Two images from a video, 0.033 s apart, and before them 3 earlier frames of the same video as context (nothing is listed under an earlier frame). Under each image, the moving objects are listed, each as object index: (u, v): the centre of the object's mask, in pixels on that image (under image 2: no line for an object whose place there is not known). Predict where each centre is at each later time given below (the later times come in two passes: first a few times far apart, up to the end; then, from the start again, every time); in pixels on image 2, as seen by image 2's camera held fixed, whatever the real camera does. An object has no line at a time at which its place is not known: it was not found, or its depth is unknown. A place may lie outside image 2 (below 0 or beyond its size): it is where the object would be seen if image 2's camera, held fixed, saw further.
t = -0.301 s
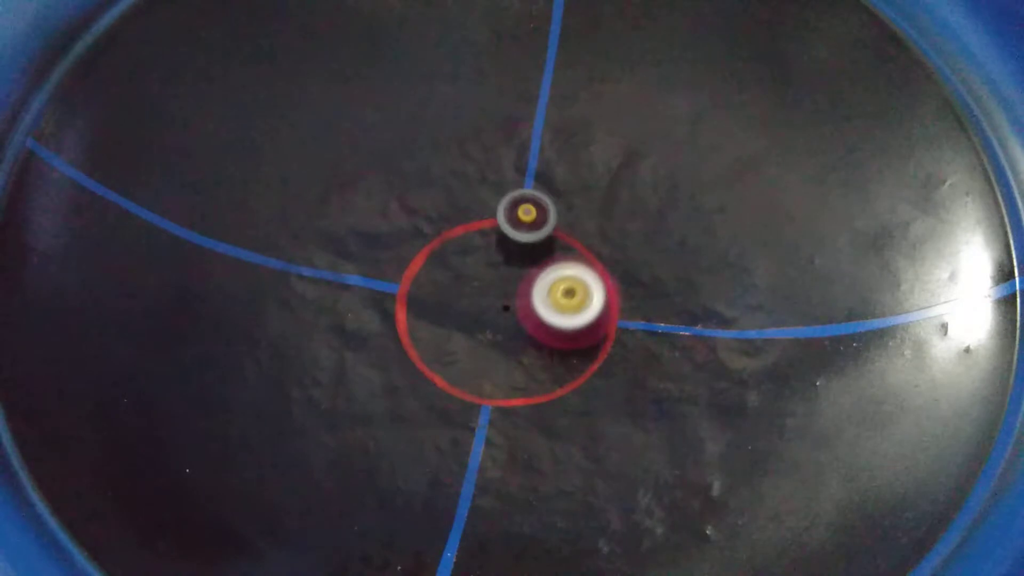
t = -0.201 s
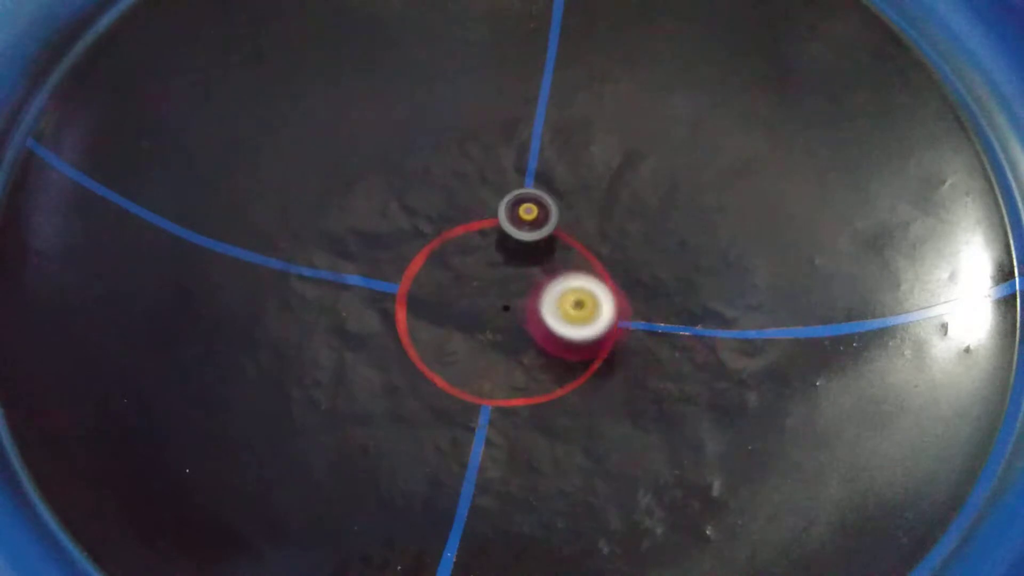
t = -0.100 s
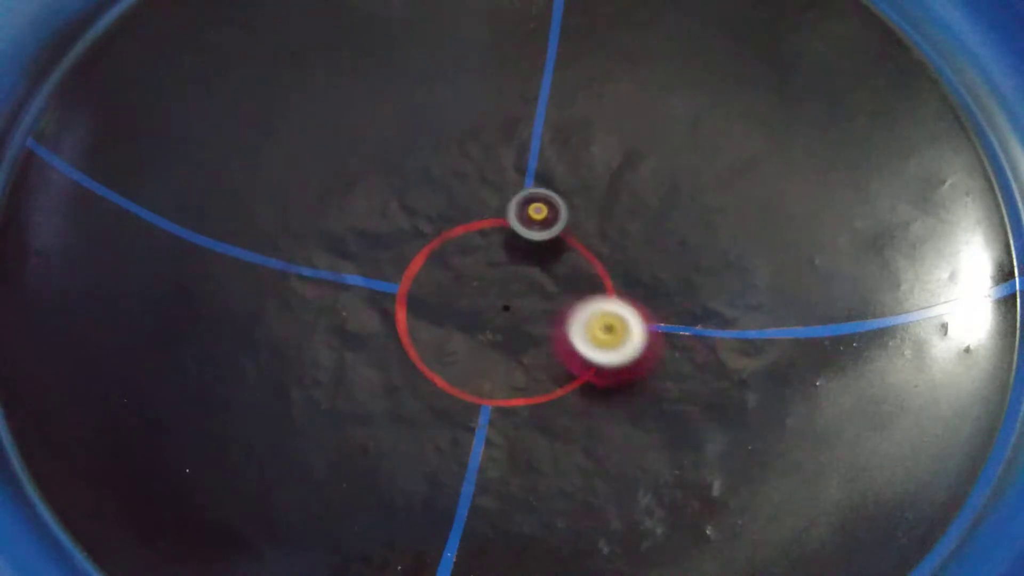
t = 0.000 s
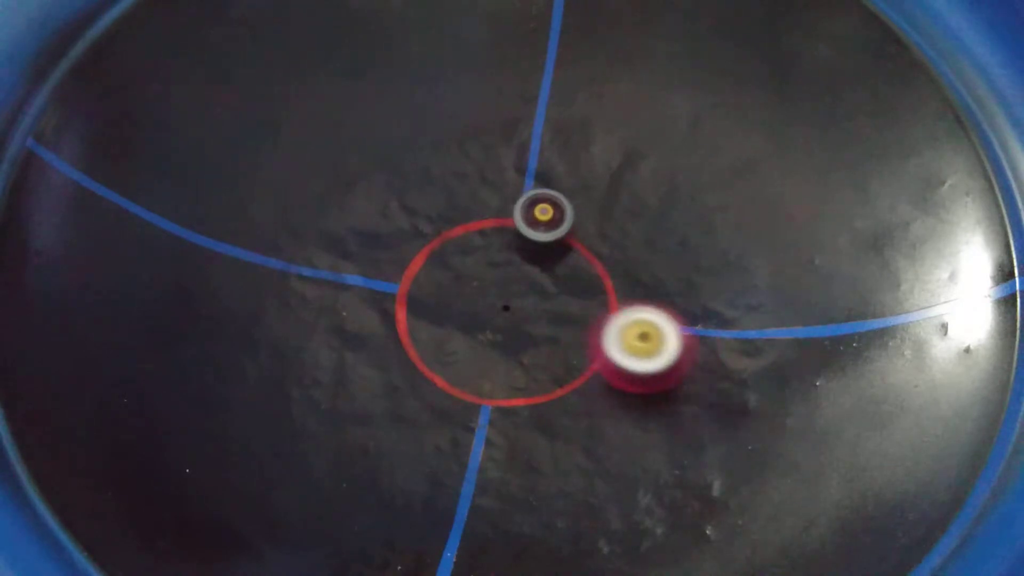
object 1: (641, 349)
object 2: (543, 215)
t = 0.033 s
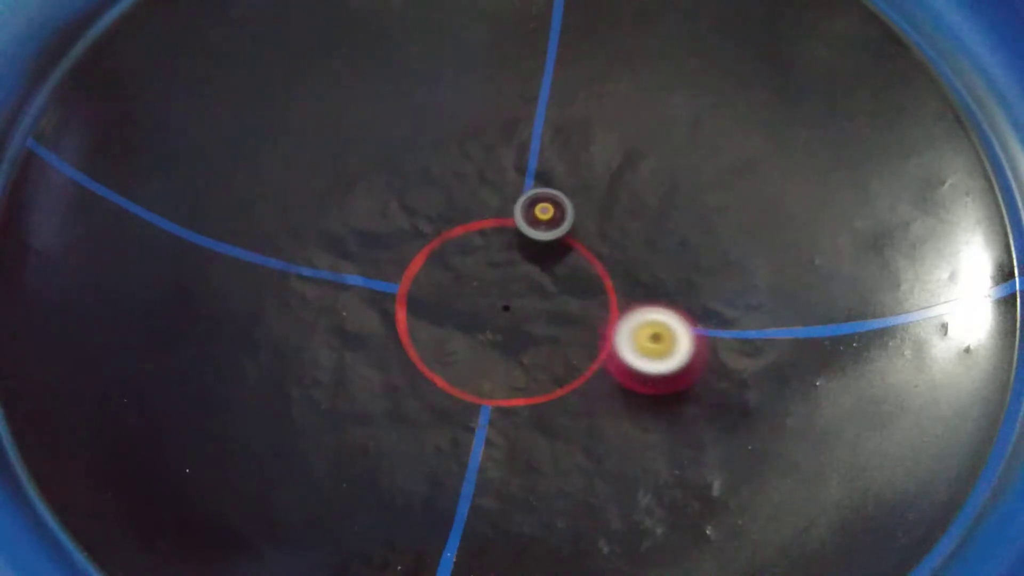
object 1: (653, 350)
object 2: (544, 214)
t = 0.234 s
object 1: (675, 341)
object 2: (553, 213)
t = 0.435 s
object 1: (660, 310)
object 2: (557, 215)
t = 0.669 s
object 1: (616, 306)
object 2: (576, 228)
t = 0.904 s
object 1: (561, 340)
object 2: (582, 226)
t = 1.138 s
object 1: (556, 369)
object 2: (582, 239)
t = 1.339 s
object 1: (544, 386)
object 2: (581, 267)
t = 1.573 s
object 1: (544, 403)
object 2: (589, 311)
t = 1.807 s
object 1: (552, 410)
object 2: (598, 347)
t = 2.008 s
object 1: (548, 407)
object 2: (605, 345)
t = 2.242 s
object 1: (548, 409)
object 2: (597, 352)
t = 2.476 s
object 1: (532, 407)
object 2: (586, 353)
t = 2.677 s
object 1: (514, 385)
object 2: (580, 338)
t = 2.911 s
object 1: (473, 358)
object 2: (575, 337)
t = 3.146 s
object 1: (449, 332)
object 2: (582, 359)
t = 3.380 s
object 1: (422, 317)
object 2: (566, 344)
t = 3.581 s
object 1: (405, 303)
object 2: (572, 352)
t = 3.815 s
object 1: (410, 284)
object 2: (578, 348)
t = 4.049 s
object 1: (425, 273)
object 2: (577, 349)
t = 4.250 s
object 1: (437, 270)
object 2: (564, 350)
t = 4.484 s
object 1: (457, 272)
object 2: (578, 350)
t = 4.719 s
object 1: (478, 278)
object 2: (574, 348)
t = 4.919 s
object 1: (498, 284)
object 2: (565, 349)
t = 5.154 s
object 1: (515, 303)
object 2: (579, 348)
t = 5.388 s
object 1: (522, 299)
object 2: (583, 360)
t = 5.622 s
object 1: (526, 298)
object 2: (590, 354)
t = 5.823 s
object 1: (527, 297)
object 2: (577, 352)
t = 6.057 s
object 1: (527, 297)
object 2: (580, 352)
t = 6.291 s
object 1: (525, 296)
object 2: (575, 350)
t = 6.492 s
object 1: (523, 291)
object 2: (575, 352)
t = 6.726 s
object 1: (516, 289)
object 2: (578, 352)
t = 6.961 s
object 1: (515, 290)
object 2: (578, 349)
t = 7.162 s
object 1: (517, 291)
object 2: (570, 349)
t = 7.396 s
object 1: (517, 291)
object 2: (568, 348)
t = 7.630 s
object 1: (517, 291)
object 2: (573, 349)
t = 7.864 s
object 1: (517, 292)
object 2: (573, 349)
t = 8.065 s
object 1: (517, 294)
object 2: (571, 347)
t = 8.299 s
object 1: (518, 296)
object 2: (577, 342)
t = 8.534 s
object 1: (519, 293)
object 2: (579, 344)
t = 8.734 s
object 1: (519, 291)
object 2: (577, 346)
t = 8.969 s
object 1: (519, 291)
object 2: (571, 348)
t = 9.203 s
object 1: (519, 291)
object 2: (580, 353)
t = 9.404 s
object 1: (518, 292)
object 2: (581, 354)
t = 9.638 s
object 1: (517, 294)
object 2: (569, 348)
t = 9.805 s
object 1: (517, 294)
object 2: (580, 353)
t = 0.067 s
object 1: (664, 352)
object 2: (546, 214)
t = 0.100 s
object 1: (672, 351)
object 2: (547, 214)
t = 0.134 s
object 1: (678, 350)
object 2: (548, 214)
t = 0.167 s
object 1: (679, 348)
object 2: (550, 214)
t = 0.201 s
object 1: (678, 346)
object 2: (552, 214)
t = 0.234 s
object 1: (675, 341)
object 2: (553, 213)
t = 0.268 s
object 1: (671, 336)
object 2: (553, 213)
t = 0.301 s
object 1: (667, 331)
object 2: (553, 214)
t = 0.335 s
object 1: (664, 325)
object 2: (553, 215)
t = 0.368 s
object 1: (661, 321)
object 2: (554, 215)
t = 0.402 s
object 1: (660, 316)
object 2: (555, 215)
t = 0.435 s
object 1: (660, 310)
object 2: (557, 215)
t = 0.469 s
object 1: (659, 305)
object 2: (560, 215)
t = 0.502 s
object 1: (657, 302)
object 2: (563, 216)
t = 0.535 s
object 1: (650, 301)
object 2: (564, 218)
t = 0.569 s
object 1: (644, 303)
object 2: (566, 221)
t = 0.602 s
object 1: (638, 304)
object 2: (568, 224)
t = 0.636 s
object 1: (628, 304)
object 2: (572, 228)
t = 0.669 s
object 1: (616, 306)
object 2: (576, 228)
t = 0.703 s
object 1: (602, 310)
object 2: (577, 227)
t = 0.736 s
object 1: (589, 314)
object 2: (578, 226)
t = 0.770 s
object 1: (576, 321)
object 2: (579, 224)
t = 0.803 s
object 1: (569, 327)
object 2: (580, 224)
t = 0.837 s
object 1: (566, 331)
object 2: (581, 226)
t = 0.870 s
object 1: (562, 336)
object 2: (582, 226)
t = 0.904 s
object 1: (561, 340)
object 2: (582, 226)
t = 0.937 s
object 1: (558, 344)
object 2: (582, 226)
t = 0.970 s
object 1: (556, 348)
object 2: (582, 226)
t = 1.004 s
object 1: (554, 353)
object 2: (581, 226)
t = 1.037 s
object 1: (554, 358)
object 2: (580, 227)
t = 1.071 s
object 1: (554, 362)
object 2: (580, 230)
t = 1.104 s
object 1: (556, 366)
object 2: (580, 234)
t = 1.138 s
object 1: (556, 369)
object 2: (582, 239)
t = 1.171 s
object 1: (554, 372)
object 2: (585, 244)
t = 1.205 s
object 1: (552, 374)
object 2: (588, 248)
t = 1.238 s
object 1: (549, 377)
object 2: (587, 250)
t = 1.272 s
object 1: (546, 380)
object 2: (586, 254)
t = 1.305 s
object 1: (545, 384)
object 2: (583, 261)
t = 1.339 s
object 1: (544, 386)
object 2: (581, 267)
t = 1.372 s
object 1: (544, 389)
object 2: (582, 272)
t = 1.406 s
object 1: (544, 391)
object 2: (585, 277)
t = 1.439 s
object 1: (544, 393)
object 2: (591, 283)
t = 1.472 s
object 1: (544, 396)
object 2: (594, 287)
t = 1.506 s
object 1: (544, 398)
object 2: (593, 293)
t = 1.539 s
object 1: (544, 401)
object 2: (590, 302)
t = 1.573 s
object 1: (544, 403)
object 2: (589, 311)
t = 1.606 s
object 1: (544, 405)
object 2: (590, 319)
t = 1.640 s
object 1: (545, 407)
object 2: (593, 327)
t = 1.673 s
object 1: (546, 410)
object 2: (595, 334)
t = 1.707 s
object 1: (548, 411)
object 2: (596, 339)
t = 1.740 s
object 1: (549, 412)
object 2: (596, 343)
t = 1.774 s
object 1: (551, 411)
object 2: (596, 345)
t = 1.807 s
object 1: (552, 410)
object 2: (598, 347)
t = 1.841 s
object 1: (554, 409)
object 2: (599, 346)
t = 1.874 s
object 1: (554, 407)
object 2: (600, 347)
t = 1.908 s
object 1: (551, 406)
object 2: (601, 347)
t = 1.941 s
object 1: (550, 406)
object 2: (604, 346)
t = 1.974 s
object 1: (549, 407)
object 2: (605, 346)
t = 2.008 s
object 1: (548, 407)
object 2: (605, 345)
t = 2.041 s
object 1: (548, 407)
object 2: (605, 344)
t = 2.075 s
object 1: (548, 408)
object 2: (605, 343)
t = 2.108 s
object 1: (548, 409)
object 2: (606, 343)
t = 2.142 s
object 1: (548, 409)
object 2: (605, 345)
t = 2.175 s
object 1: (549, 409)
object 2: (602, 349)
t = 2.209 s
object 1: (549, 409)
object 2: (598, 351)
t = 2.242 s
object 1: (548, 409)
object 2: (597, 352)
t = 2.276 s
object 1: (546, 409)
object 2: (598, 352)
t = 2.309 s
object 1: (545, 409)
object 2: (598, 351)
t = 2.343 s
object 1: (544, 409)
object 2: (598, 351)
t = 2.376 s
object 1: (542, 408)
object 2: (593, 353)
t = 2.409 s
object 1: (539, 408)
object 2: (590, 354)
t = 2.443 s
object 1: (535, 408)
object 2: (589, 355)
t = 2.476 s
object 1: (532, 407)
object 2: (586, 353)
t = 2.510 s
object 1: (529, 405)
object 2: (582, 349)
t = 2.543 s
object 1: (527, 402)
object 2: (577, 344)
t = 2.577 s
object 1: (525, 398)
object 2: (576, 340)
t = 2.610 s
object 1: (522, 393)
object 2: (576, 338)
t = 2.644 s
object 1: (518, 390)
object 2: (578, 338)
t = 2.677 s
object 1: (514, 385)
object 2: (580, 338)
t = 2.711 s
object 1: (507, 379)
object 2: (580, 338)
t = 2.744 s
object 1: (503, 375)
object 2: (580, 338)
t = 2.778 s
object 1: (499, 370)
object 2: (580, 338)
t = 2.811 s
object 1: (494, 366)
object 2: (579, 338)
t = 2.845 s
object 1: (487, 363)
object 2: (577, 337)
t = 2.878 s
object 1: (480, 360)
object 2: (575, 337)
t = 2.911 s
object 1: (473, 358)
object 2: (575, 337)
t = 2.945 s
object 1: (468, 356)
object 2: (574, 337)
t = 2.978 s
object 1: (463, 353)
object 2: (573, 340)
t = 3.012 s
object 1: (459, 350)
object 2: (572, 343)
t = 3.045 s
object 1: (456, 346)
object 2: (572, 350)
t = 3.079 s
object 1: (453, 342)
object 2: (576, 355)
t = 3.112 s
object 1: (450, 338)
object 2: (581, 358)
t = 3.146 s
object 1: (449, 332)
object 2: (582, 359)
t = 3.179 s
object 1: (447, 329)
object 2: (581, 359)
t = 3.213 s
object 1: (441, 329)
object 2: (579, 356)
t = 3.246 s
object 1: (438, 327)
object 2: (578, 352)
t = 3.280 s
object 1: (434, 326)
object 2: (577, 348)
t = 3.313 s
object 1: (429, 323)
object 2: (576, 345)
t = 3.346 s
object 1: (426, 320)
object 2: (572, 343)
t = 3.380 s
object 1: (422, 317)
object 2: (566, 344)
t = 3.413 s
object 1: (418, 314)
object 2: (563, 346)
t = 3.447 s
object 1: (415, 312)
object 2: (561, 345)
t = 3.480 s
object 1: (411, 310)
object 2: (561, 345)
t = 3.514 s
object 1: (407, 308)
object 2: (565, 346)
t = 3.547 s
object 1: (406, 306)
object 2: (569, 349)
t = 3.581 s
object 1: (405, 303)
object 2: (572, 352)
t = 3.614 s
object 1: (404, 300)
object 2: (575, 354)
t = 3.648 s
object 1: (403, 296)
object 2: (577, 354)
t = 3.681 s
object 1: (403, 293)
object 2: (578, 352)
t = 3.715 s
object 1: (403, 290)
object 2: (581, 353)
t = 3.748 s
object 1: (404, 288)
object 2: (582, 351)
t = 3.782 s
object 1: (407, 287)
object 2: (581, 349)
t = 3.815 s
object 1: (410, 284)
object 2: (578, 348)
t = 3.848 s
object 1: (414, 282)
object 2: (575, 348)
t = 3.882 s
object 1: (417, 280)
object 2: (572, 347)
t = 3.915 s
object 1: (418, 279)
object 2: (570, 348)
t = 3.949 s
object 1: (419, 277)
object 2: (572, 348)
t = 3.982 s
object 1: (421, 276)
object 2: (576, 349)
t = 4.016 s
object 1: (423, 275)
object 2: (577, 350)
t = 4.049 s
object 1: (425, 273)
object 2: (577, 349)
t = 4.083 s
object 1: (427, 272)
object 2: (576, 349)
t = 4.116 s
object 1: (428, 271)
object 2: (574, 349)
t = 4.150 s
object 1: (431, 270)
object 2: (571, 347)
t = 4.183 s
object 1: (433, 270)
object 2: (569, 346)
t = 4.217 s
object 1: (435, 270)
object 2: (566, 348)
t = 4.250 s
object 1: (437, 270)
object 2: (564, 350)
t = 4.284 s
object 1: (440, 271)
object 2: (563, 350)
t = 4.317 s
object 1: (442, 271)
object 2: (563, 351)
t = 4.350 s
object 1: (445, 271)
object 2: (564, 351)
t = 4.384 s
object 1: (448, 271)
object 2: (566, 352)
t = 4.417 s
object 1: (452, 271)
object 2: (570, 352)
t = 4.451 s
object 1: (455, 272)
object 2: (576, 350)
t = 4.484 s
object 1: (457, 272)
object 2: (578, 350)
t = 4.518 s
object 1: (461, 273)
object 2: (578, 350)
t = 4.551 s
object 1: (464, 274)
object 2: (577, 350)
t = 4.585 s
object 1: (467, 274)
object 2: (577, 350)
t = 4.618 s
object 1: (470, 275)
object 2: (577, 350)
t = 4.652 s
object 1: (473, 276)
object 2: (576, 351)
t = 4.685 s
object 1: (475, 277)
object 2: (574, 350)
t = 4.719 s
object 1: (478, 278)
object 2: (574, 348)
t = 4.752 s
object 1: (482, 279)
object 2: (574, 346)
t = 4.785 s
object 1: (485, 280)
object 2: (574, 346)
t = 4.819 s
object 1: (489, 281)
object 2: (571, 348)
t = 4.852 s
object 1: (492, 282)
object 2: (569, 348)
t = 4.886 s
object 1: (495, 283)
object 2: (566, 349)
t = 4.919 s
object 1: (498, 284)
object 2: (565, 349)
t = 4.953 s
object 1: (501, 285)
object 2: (565, 349)
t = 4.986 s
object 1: (503, 288)
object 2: (565, 348)
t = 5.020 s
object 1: (505, 290)
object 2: (567, 347)
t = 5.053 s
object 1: (507, 294)
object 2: (573, 348)
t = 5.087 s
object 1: (509, 297)
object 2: (579, 348)
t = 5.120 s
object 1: (512, 301)
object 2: (581, 349)
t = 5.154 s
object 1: (515, 303)
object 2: (579, 348)
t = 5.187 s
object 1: (517, 304)
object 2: (574, 349)
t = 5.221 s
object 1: (519, 302)
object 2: (570, 353)
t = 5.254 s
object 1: (520, 300)
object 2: (569, 357)
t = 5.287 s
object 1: (521, 299)
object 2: (569, 358)
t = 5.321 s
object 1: (521, 299)
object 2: (572, 360)
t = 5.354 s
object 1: (522, 299)
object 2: (577, 362)
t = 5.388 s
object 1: (522, 299)
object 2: (583, 360)
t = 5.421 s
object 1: (522, 299)
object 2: (586, 360)
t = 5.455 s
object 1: (523, 299)
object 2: (589, 360)
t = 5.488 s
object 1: (523, 298)
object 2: (590, 360)
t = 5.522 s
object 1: (524, 298)
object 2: (591, 357)
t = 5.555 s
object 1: (525, 297)
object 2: (591, 355)
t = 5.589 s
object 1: (525, 297)
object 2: (591, 354)
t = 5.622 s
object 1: (526, 298)
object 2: (590, 354)
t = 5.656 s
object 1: (527, 298)
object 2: (589, 354)
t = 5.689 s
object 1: (526, 298)
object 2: (588, 354)
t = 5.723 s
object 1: (527, 297)
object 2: (586, 354)
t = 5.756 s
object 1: (527, 298)
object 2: (584, 353)
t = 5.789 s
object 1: (527, 297)
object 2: (580, 352)
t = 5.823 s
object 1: (527, 297)
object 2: (577, 352)
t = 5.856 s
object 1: (527, 297)
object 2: (575, 352)
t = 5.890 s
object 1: (527, 297)
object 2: (574, 352)
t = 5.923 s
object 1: (527, 297)
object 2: (576, 350)
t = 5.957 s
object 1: (527, 297)
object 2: (578, 350)
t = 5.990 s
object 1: (527, 297)
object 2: (578, 350)
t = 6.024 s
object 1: (527, 297)
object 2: (579, 351)
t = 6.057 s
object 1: (527, 297)
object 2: (580, 352)
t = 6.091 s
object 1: (527, 297)
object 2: (581, 353)
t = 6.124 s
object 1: (527, 297)
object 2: (580, 353)
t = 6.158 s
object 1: (527, 297)
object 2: (578, 352)
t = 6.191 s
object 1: (527, 297)
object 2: (577, 351)
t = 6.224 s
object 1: (526, 297)
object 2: (577, 350)
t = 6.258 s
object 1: (526, 296)
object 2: (576, 349)
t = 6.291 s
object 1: (525, 296)
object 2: (575, 350)
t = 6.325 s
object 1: (525, 295)
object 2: (573, 351)
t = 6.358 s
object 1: (525, 294)
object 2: (573, 352)
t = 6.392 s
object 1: (524, 293)
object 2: (573, 352)
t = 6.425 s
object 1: (524, 292)
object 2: (574, 352)
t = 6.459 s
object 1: (524, 292)
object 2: (574, 353)
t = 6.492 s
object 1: (523, 291)
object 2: (575, 352)
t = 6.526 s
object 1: (522, 290)
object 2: (575, 352)
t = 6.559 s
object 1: (522, 290)
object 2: (576, 352)
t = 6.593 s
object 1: (521, 290)
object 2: (577, 352)
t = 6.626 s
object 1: (521, 289)
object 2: (577, 352)
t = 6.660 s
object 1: (520, 290)
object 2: (577, 352)
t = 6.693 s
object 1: (518, 289)
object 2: (578, 352)
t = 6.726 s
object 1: (516, 289)
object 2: (578, 352)
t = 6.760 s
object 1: (515, 288)
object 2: (579, 352)
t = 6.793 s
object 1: (515, 289)
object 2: (579, 351)
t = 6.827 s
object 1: (515, 289)
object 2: (578, 351)
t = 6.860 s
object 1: (515, 290)
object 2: (578, 352)
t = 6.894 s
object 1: (515, 290)
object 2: (578, 352)
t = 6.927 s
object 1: (515, 290)
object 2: (578, 351)
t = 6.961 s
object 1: (515, 290)
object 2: (578, 349)
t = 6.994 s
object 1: (516, 291)
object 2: (576, 348)
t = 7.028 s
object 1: (516, 291)
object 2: (574, 348)
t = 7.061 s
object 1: (516, 292)
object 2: (572, 348)
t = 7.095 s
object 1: (516, 291)
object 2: (571, 348)
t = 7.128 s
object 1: (516, 292)
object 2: (570, 349)
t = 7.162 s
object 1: (517, 291)
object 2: (570, 349)
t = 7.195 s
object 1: (517, 291)
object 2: (571, 350)
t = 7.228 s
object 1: (517, 291)
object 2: (572, 350)
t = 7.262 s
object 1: (517, 291)
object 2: (574, 349)
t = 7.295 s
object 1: (517, 291)
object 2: (573, 348)
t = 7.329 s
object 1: (517, 291)
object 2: (571, 347)
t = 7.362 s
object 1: (517, 291)
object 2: (569, 347)
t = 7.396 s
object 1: (517, 291)
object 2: (568, 348)
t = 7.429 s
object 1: (517, 291)
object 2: (567, 348)
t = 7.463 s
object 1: (517, 291)
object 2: (566, 348)
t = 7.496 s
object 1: (517, 291)
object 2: (567, 348)
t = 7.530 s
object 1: (517, 291)
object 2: (568, 348)
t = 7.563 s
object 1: (517, 291)
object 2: (569, 349)
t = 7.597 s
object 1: (517, 291)
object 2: (571, 349)
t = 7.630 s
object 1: (517, 291)
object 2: (573, 349)
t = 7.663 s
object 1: (517, 291)
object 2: (574, 349)
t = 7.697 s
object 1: (517, 291)
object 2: (572, 347)
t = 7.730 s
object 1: (517, 291)
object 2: (570, 347)
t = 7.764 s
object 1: (517, 291)
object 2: (570, 348)
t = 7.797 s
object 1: (517, 291)
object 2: (571, 350)
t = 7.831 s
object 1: (517, 292)
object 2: (572, 351)
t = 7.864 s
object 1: (517, 292)
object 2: (573, 349)
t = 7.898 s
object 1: (517, 292)
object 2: (573, 348)
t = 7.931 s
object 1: (517, 293)
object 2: (572, 348)
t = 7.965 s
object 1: (517, 293)
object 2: (572, 348)
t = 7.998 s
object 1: (517, 293)
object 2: (572, 350)
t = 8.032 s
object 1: (517, 294)
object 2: (573, 349)
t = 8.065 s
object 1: (517, 294)
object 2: (571, 347)
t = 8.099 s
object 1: (517, 295)
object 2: (569, 345)
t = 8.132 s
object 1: (516, 295)
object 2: (568, 344)
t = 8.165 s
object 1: (516, 295)
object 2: (568, 344)
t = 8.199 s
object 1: (516, 295)
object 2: (571, 343)
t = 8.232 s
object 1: (516, 295)
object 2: (573, 343)
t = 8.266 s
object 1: (517, 295)
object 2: (575, 342)
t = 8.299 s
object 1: (518, 296)
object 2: (577, 342)
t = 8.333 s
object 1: (518, 295)
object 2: (577, 342)
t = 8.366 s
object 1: (518, 295)
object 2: (578, 342)
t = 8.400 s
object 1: (518, 294)
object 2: (578, 342)
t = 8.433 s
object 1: (519, 295)
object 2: (578, 343)
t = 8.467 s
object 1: (519, 294)
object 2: (578, 343)
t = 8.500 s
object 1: (519, 294)
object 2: (578, 344)
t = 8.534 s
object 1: (519, 293)
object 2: (579, 344)
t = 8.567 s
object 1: (519, 292)
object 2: (579, 345)
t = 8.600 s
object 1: (519, 292)
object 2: (579, 345)
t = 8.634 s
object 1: (519, 292)
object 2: (579, 345)
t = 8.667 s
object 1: (520, 292)
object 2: (579, 346)
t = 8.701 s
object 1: (520, 291)
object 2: (578, 346)
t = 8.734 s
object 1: (519, 291)
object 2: (577, 346)
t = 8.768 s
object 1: (519, 291)
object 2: (576, 347)
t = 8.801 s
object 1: (519, 291)
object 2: (575, 348)
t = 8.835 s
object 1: (519, 291)
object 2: (573, 348)
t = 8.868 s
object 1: (519, 291)
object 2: (572, 349)
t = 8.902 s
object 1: (519, 291)
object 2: (572, 349)
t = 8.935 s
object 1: (519, 291)
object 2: (572, 349)
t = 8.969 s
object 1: (519, 291)
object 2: (571, 348)
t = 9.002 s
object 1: (519, 291)
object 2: (571, 349)
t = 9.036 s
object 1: (519, 291)
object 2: (572, 350)
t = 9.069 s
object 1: (519, 291)
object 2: (573, 351)
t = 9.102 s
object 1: (519, 291)
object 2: (575, 350)
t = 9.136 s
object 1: (519, 291)
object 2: (578, 351)
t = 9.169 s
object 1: (519, 291)
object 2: (580, 351)
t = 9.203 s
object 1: (519, 291)
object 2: (580, 353)
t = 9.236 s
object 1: (519, 291)
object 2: (579, 353)
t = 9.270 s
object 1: (519, 292)
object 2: (580, 351)
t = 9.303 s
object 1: (518, 291)
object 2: (579, 350)
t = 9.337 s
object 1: (518, 292)
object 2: (578, 352)
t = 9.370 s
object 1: (518, 292)
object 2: (579, 354)
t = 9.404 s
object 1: (518, 292)
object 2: (581, 354)
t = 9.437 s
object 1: (518, 292)
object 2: (582, 353)
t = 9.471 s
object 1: (518, 292)
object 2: (582, 351)
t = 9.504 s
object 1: (518, 293)
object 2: (581, 348)
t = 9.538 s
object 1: (518, 293)
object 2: (578, 347)
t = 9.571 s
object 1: (518, 293)
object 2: (575, 348)
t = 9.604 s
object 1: (517, 294)
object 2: (571, 347)
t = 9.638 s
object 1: (517, 294)
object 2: (569, 348)
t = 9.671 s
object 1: (516, 294)
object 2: (570, 350)
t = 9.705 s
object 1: (517, 294)
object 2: (572, 350)
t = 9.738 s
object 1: (517, 295)
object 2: (575, 350)
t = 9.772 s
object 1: (517, 294)
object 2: (577, 351)
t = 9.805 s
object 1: (517, 294)
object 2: (580, 353)
